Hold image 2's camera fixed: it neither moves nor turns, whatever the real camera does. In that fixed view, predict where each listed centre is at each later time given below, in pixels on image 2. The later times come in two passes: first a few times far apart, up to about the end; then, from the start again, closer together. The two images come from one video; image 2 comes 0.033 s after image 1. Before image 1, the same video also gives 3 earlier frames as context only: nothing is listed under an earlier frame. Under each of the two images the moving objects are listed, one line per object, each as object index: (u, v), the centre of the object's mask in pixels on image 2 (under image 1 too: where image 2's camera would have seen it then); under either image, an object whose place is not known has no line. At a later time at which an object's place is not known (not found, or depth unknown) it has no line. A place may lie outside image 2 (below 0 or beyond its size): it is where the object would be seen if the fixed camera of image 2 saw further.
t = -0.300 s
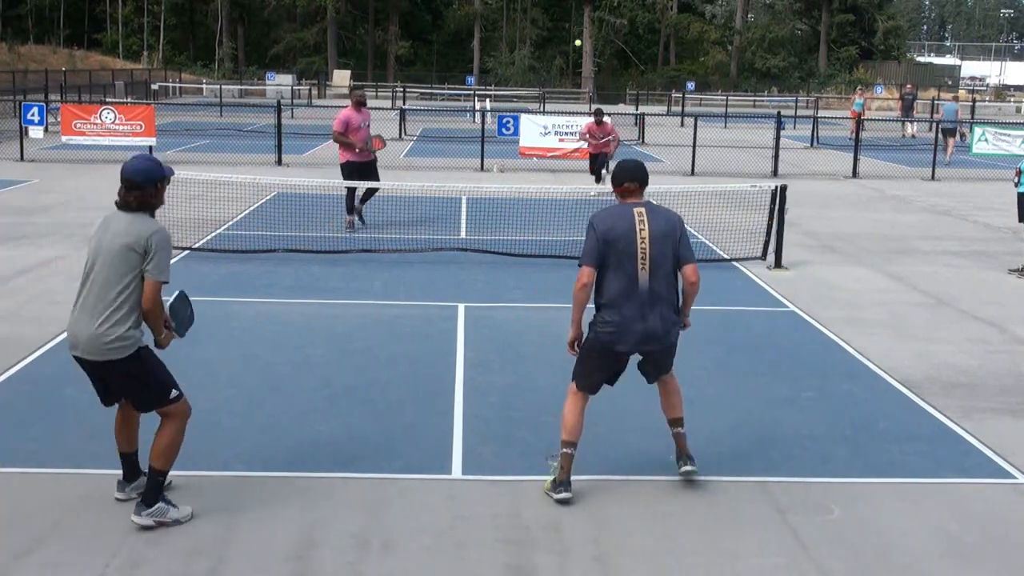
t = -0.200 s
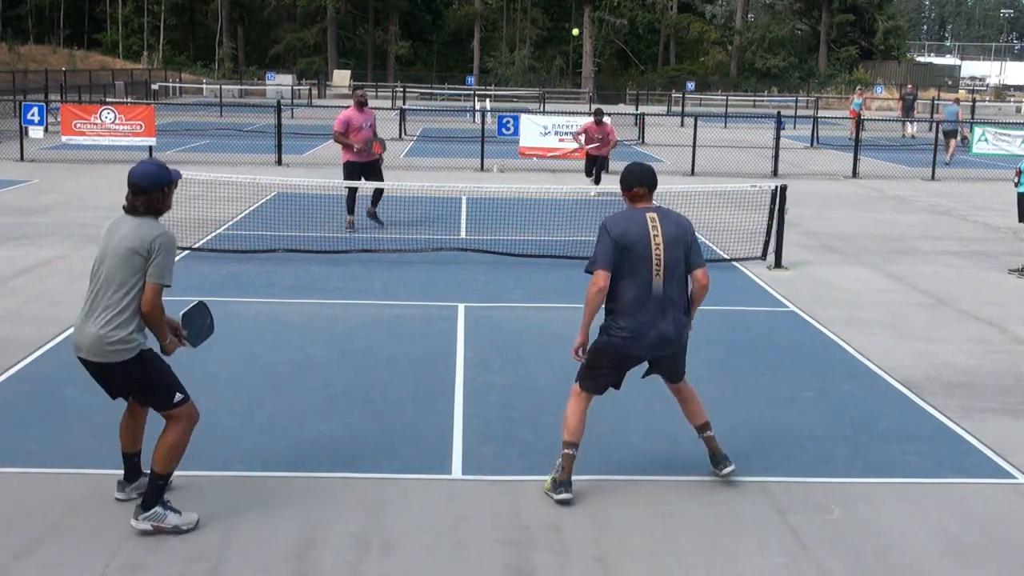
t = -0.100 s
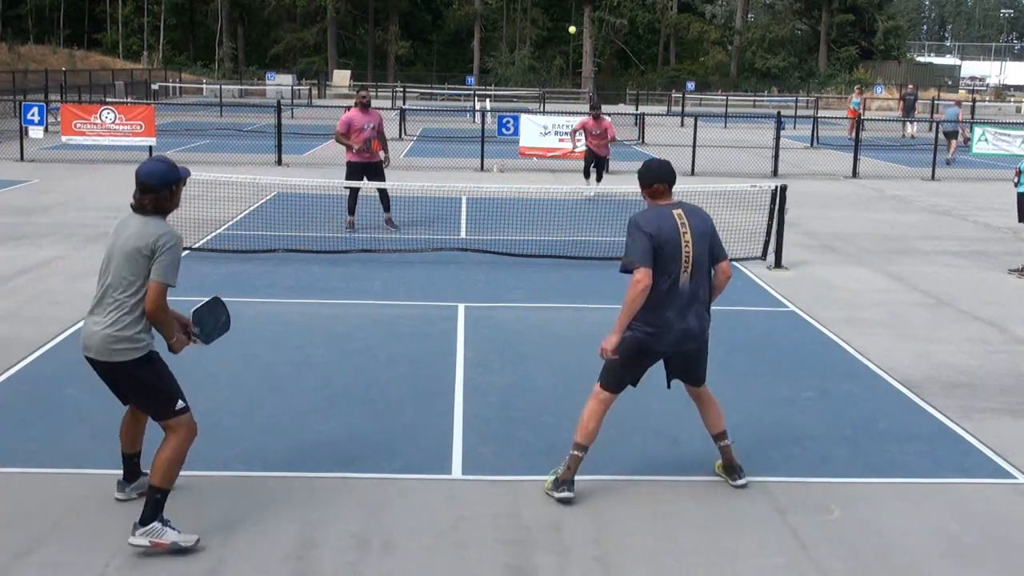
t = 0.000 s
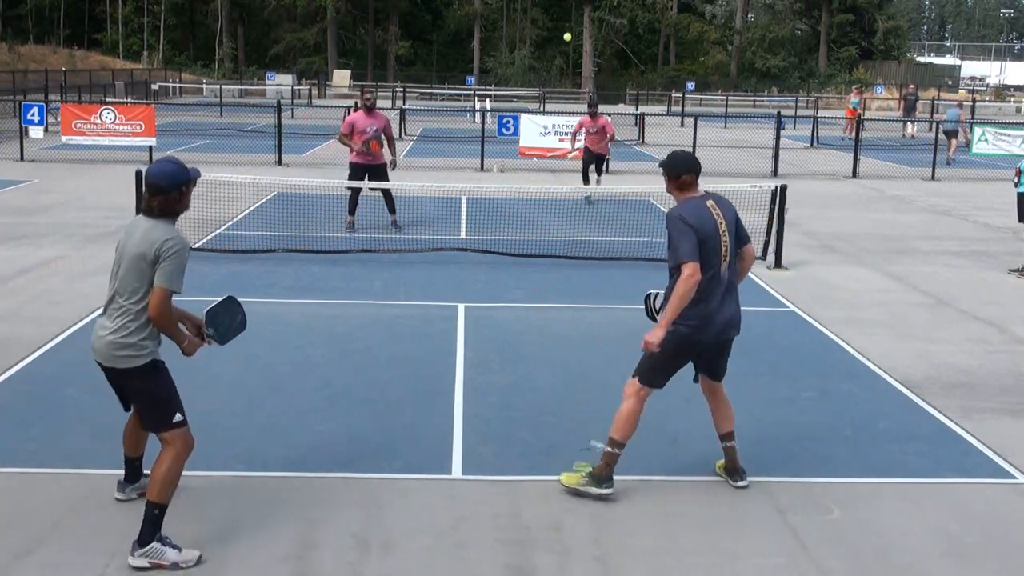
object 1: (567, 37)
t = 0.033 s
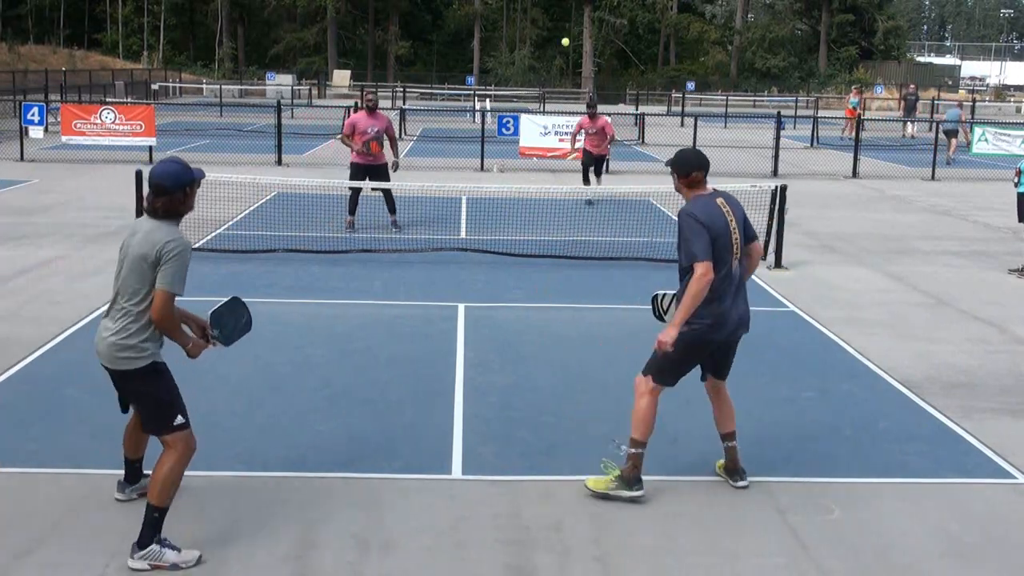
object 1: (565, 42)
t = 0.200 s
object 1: (553, 87)
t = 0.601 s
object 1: (496, 400)
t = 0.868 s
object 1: (473, 319)
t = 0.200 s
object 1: (553, 87)
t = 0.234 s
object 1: (550, 102)
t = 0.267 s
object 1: (547, 117)
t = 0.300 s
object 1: (543, 135)
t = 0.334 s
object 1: (539, 155)
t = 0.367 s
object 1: (535, 176)
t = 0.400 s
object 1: (531, 200)
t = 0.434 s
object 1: (526, 226)
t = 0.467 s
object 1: (520, 256)
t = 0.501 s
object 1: (515, 288)
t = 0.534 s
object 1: (509, 322)
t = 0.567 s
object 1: (502, 359)
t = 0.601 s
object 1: (496, 400)
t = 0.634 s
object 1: (493, 392)
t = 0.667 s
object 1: (491, 377)
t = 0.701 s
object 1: (488, 363)
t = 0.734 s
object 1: (485, 351)
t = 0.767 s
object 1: (483, 340)
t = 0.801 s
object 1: (480, 331)
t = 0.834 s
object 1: (477, 324)
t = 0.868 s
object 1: (473, 319)
